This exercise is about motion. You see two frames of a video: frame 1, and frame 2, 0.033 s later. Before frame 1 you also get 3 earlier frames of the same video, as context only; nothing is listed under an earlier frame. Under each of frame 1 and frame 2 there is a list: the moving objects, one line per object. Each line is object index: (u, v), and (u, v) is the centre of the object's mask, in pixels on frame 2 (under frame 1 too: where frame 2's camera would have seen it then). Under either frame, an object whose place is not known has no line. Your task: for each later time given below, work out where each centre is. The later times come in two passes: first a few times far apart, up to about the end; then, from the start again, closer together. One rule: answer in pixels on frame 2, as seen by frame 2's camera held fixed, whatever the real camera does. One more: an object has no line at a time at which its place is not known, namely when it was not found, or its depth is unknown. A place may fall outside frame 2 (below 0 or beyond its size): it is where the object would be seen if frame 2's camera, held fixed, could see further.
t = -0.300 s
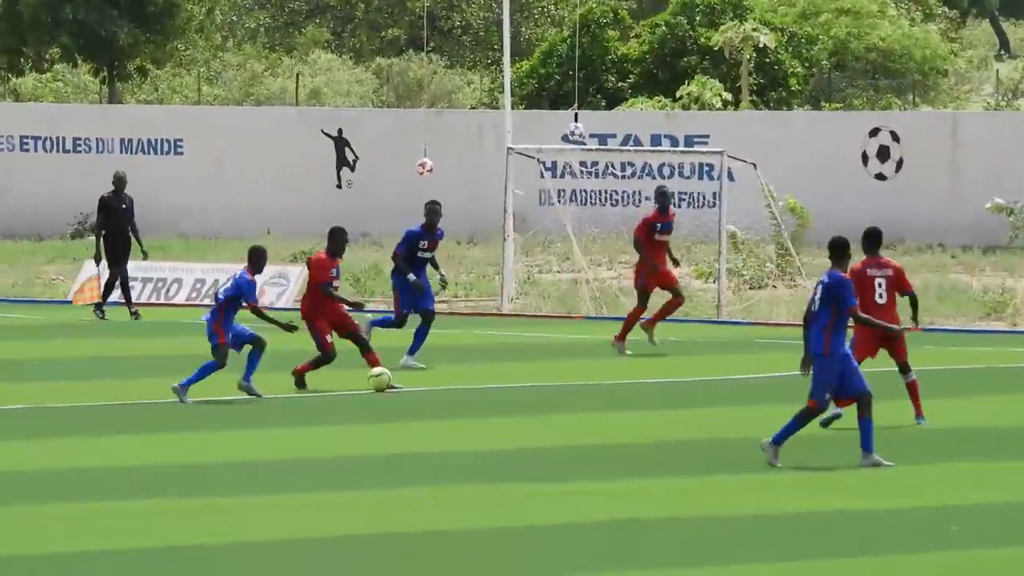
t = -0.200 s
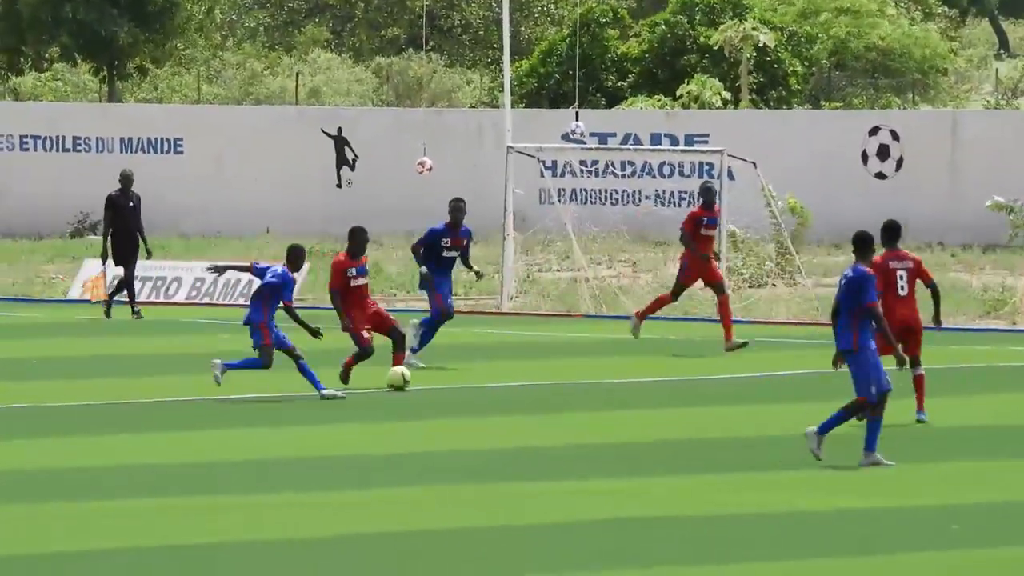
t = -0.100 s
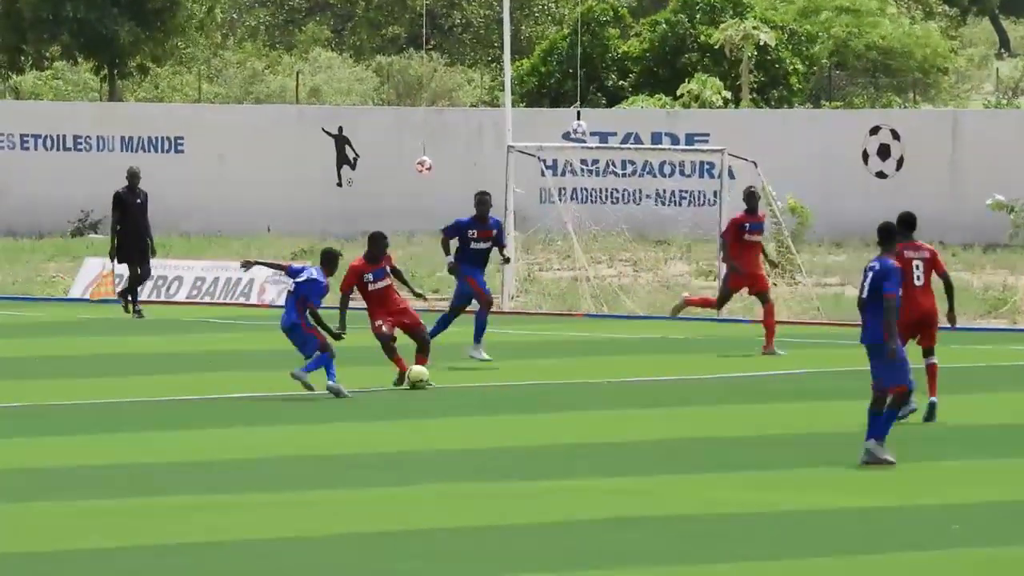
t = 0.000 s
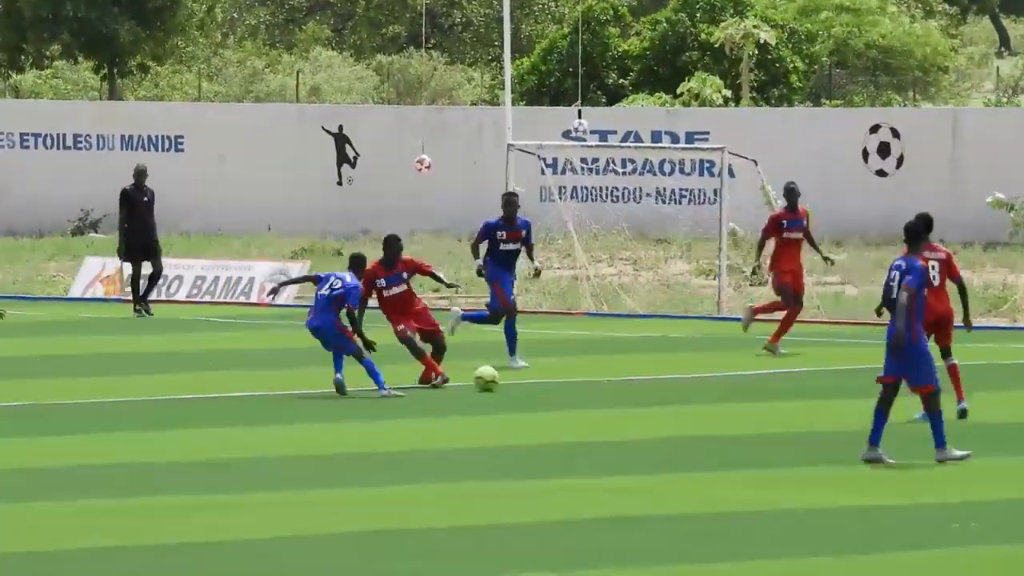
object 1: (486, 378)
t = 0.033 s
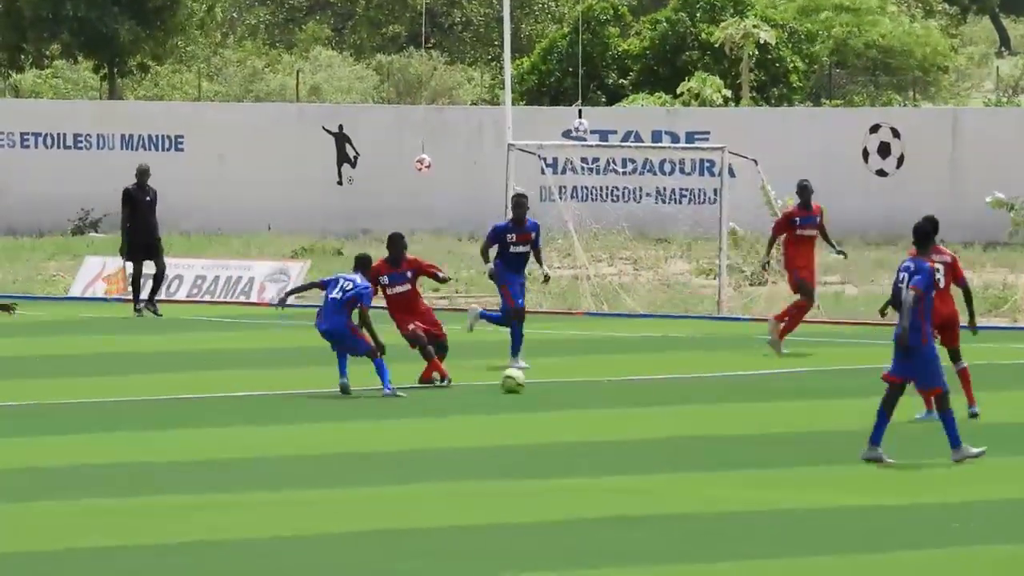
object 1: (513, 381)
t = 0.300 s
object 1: (703, 393)
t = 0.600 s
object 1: (879, 402)
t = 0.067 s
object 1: (538, 383)
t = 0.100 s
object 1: (563, 384)
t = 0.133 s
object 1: (586, 385)
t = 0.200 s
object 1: (634, 387)
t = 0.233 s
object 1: (659, 390)
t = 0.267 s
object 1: (681, 392)
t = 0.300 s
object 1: (703, 393)
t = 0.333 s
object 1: (725, 394)
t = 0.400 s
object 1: (767, 397)
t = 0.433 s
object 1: (787, 397)
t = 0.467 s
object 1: (805, 396)
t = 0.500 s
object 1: (823, 396)
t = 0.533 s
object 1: (842, 396)
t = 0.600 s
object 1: (879, 402)
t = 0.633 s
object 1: (897, 404)
